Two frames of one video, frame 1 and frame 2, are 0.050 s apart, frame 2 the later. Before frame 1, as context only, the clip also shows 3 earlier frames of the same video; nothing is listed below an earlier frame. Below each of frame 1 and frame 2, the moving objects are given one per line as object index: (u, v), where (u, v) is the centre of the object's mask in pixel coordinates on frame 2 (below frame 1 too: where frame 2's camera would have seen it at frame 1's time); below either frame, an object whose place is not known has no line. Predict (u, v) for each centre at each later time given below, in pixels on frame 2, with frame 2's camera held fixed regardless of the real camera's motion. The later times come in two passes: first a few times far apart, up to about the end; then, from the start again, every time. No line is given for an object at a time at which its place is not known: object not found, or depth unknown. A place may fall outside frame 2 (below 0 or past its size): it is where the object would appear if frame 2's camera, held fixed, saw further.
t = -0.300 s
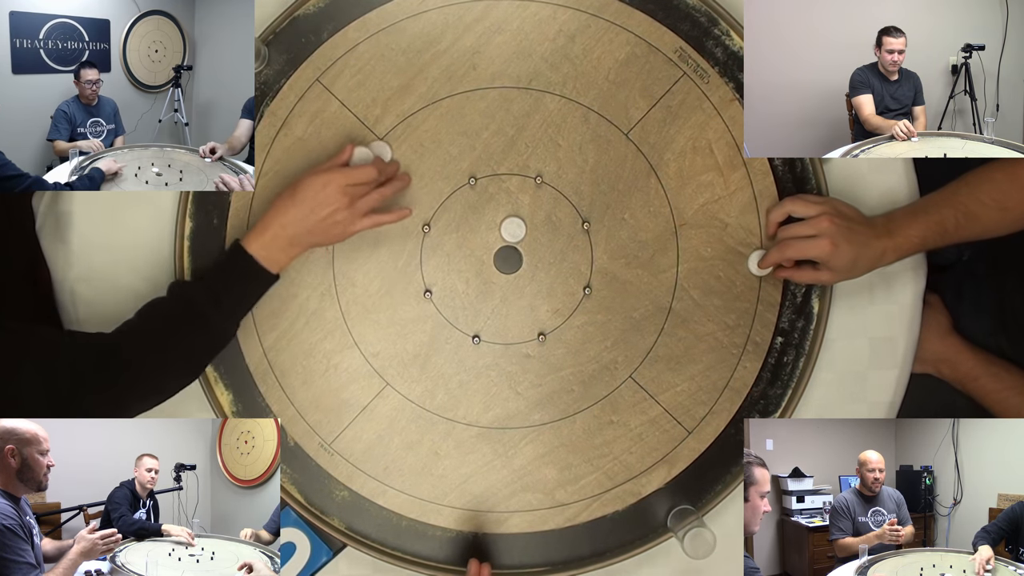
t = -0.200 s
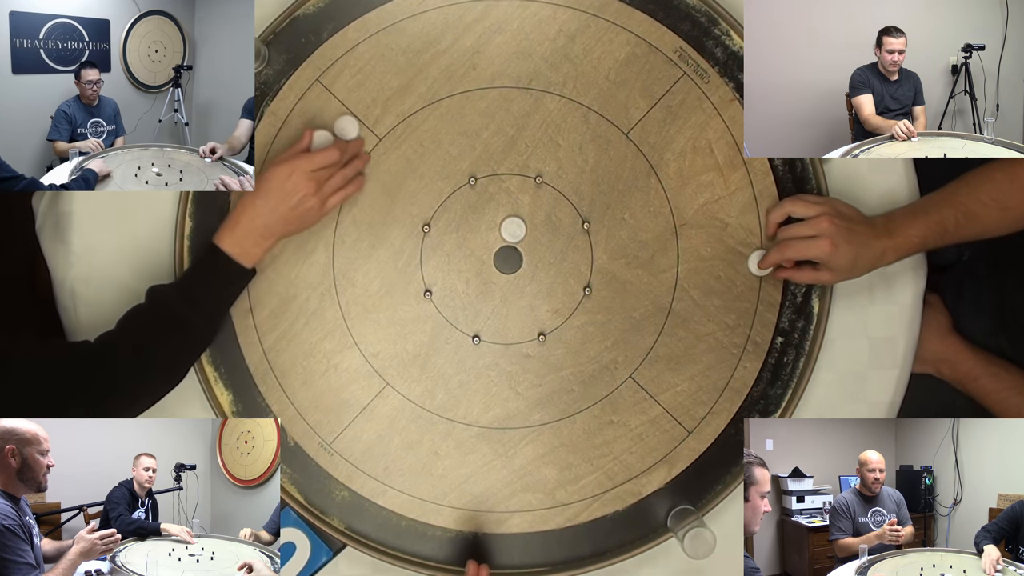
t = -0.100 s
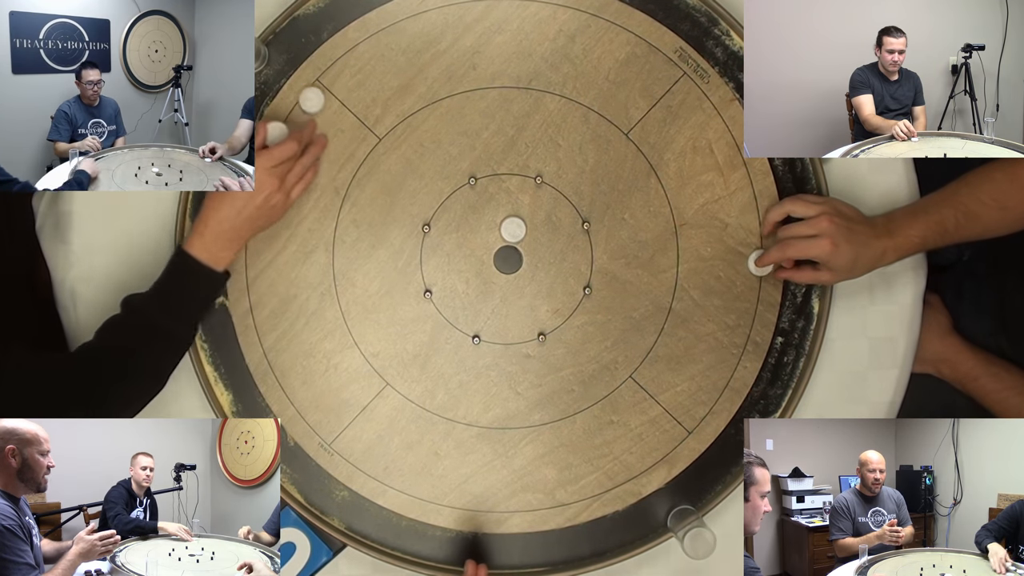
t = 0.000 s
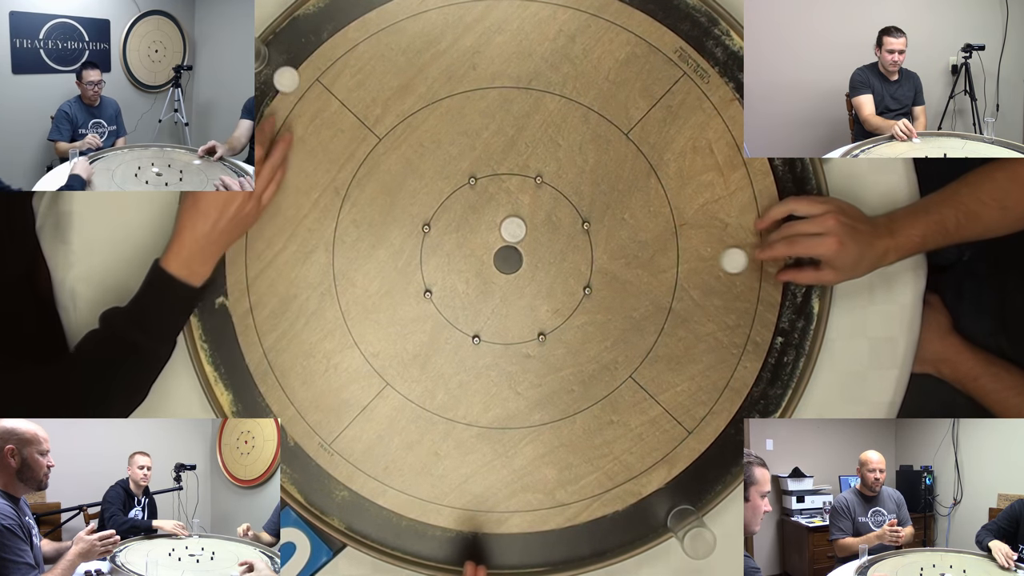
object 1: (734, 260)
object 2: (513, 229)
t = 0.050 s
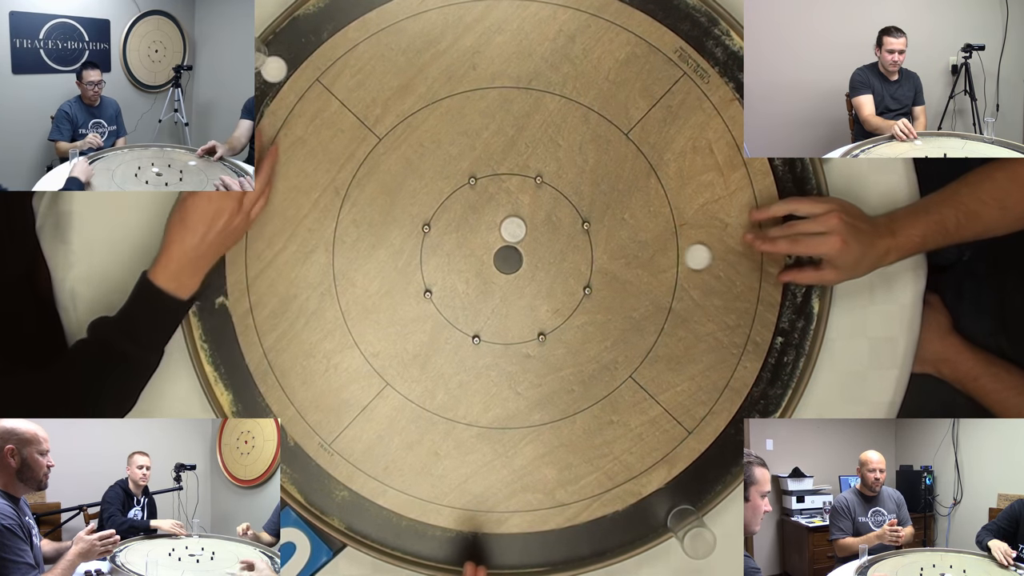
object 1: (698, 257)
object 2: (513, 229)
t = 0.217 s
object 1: (595, 246)
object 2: (513, 229)
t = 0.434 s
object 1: (537, 241)
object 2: (489, 221)
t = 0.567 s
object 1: (536, 241)
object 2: (472, 216)
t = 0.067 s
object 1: (686, 255)
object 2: (513, 229)
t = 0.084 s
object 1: (675, 254)
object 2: (513, 229)
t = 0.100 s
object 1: (663, 253)
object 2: (513, 229)
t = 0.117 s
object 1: (653, 252)
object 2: (513, 229)
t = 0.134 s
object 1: (642, 251)
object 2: (513, 229)
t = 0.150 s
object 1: (632, 250)
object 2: (513, 229)
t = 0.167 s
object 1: (622, 249)
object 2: (513, 229)
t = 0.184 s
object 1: (613, 248)
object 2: (513, 229)
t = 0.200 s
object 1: (603, 247)
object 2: (513, 229)
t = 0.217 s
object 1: (595, 246)
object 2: (513, 229)
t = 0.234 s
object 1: (586, 245)
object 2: (513, 229)
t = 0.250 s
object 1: (578, 244)
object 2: (513, 229)
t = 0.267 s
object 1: (570, 243)
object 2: (513, 229)
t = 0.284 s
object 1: (562, 243)
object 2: (513, 229)
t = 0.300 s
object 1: (555, 242)
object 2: (513, 229)
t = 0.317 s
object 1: (548, 241)
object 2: (513, 229)
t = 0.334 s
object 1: (542, 240)
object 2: (513, 229)
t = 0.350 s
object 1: (538, 240)
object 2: (511, 228)
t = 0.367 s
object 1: (537, 241)
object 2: (506, 226)
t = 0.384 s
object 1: (537, 241)
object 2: (501, 225)
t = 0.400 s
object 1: (537, 241)
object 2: (497, 224)
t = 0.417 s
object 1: (537, 241)
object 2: (493, 222)
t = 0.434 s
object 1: (537, 241)
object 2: (489, 221)
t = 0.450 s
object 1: (537, 241)
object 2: (486, 220)
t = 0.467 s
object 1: (537, 241)
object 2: (483, 219)
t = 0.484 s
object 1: (537, 241)
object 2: (480, 218)
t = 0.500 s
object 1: (536, 241)
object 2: (478, 218)
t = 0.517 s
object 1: (536, 241)
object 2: (476, 217)
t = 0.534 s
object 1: (536, 241)
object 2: (474, 216)
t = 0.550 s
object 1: (536, 241)
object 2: (473, 216)
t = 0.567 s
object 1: (536, 241)
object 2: (472, 216)
